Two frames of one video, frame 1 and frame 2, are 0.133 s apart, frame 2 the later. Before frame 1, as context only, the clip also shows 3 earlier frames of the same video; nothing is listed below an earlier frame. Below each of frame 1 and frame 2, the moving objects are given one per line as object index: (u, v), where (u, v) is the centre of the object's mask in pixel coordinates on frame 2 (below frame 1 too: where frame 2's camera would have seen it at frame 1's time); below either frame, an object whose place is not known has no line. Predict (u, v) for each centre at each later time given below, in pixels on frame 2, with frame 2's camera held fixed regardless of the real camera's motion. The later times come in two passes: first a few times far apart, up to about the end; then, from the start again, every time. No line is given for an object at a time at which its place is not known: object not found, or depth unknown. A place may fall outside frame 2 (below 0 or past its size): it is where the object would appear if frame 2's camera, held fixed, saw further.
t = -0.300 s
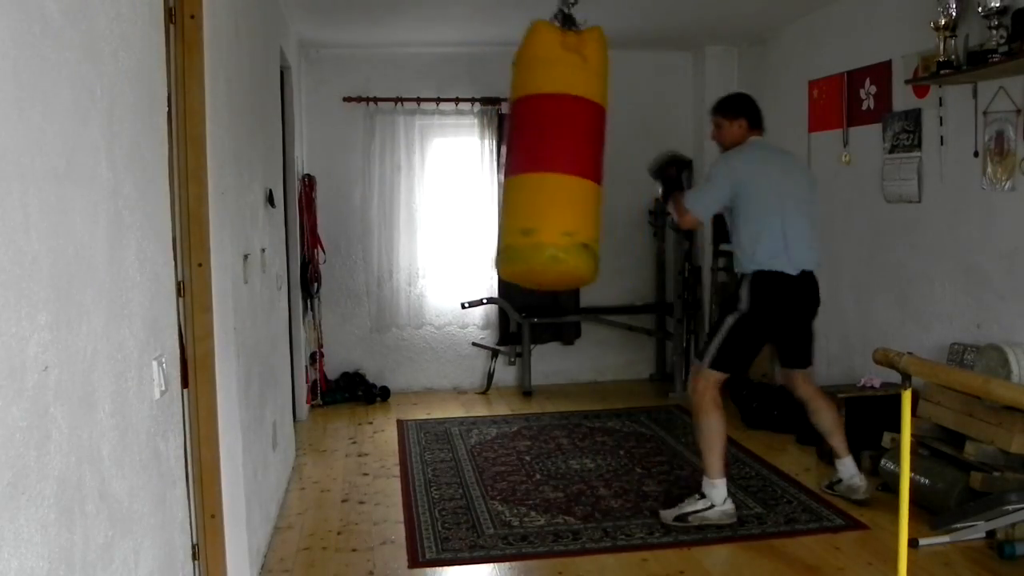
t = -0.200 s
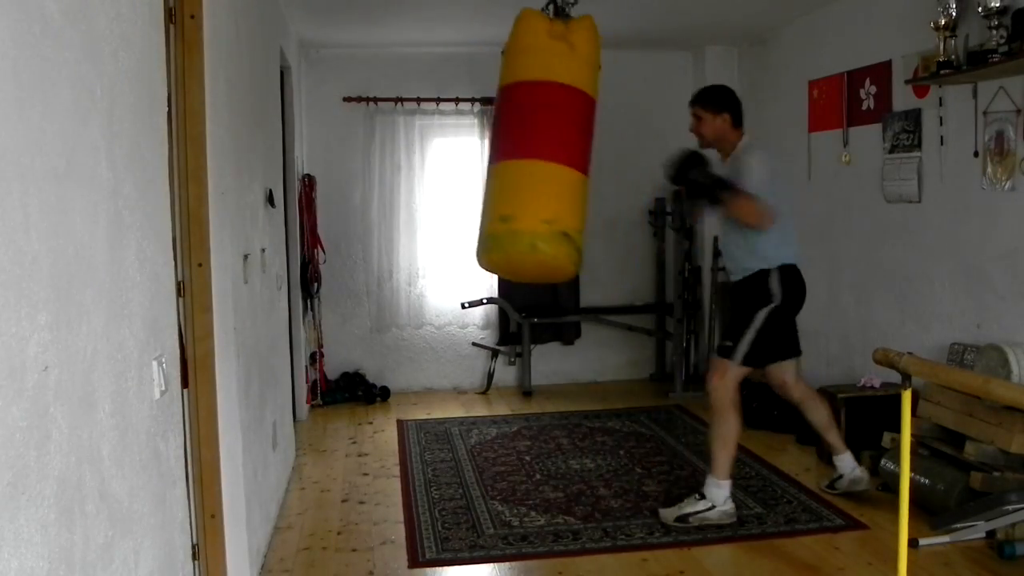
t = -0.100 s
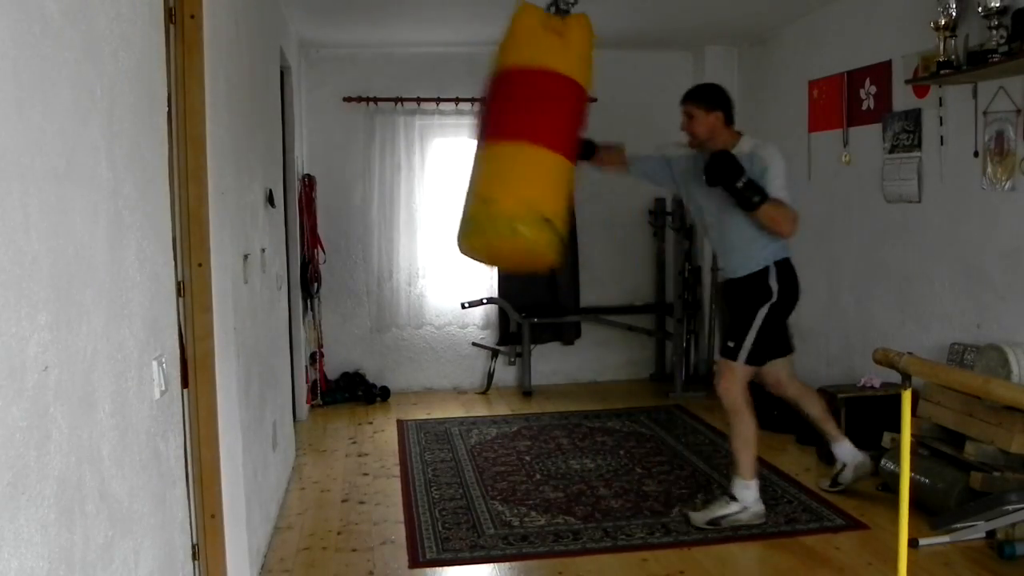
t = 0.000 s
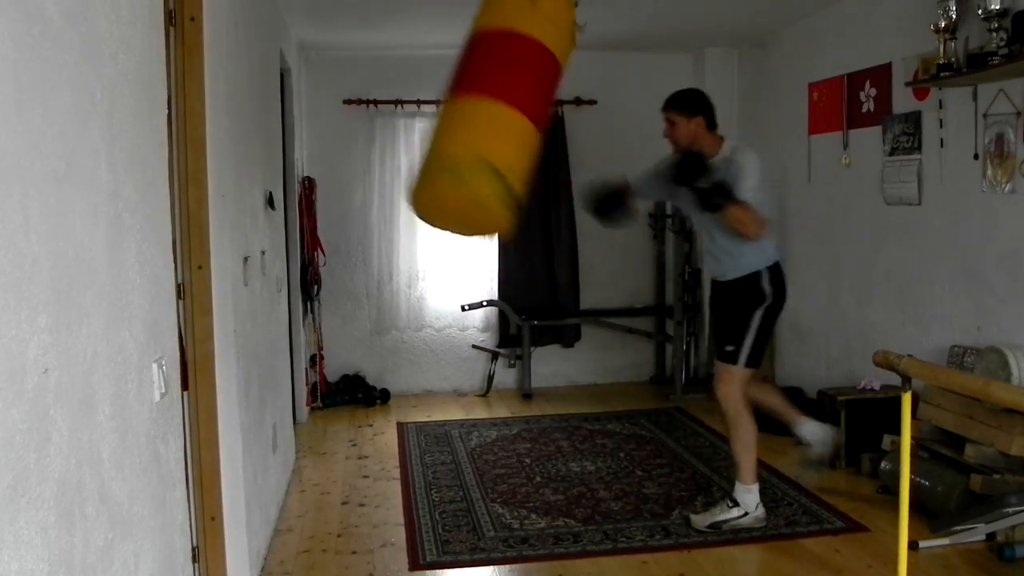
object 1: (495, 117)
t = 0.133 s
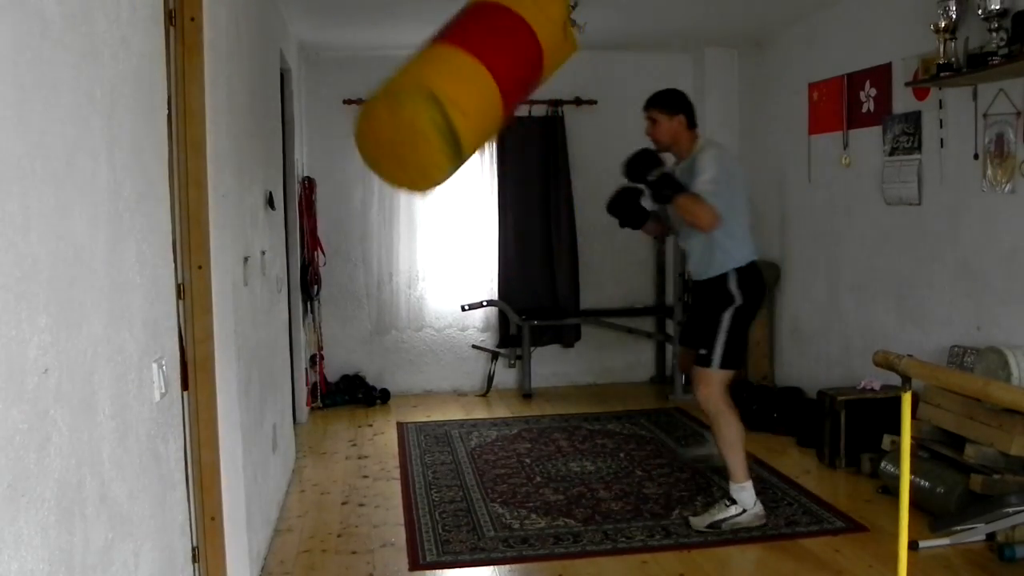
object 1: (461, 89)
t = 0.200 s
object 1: (455, 78)
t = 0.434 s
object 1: (456, 92)
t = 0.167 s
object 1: (458, 82)
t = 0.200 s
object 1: (455, 78)
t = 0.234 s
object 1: (453, 75)
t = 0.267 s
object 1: (451, 73)
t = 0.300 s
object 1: (451, 74)
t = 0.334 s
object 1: (451, 76)
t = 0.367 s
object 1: (452, 80)
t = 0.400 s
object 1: (454, 85)
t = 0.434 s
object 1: (456, 92)
